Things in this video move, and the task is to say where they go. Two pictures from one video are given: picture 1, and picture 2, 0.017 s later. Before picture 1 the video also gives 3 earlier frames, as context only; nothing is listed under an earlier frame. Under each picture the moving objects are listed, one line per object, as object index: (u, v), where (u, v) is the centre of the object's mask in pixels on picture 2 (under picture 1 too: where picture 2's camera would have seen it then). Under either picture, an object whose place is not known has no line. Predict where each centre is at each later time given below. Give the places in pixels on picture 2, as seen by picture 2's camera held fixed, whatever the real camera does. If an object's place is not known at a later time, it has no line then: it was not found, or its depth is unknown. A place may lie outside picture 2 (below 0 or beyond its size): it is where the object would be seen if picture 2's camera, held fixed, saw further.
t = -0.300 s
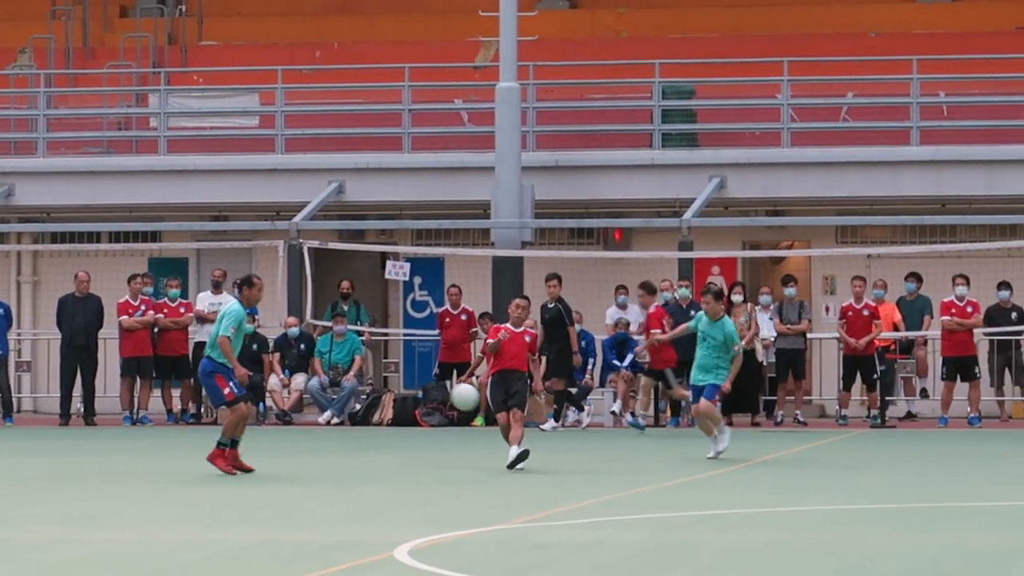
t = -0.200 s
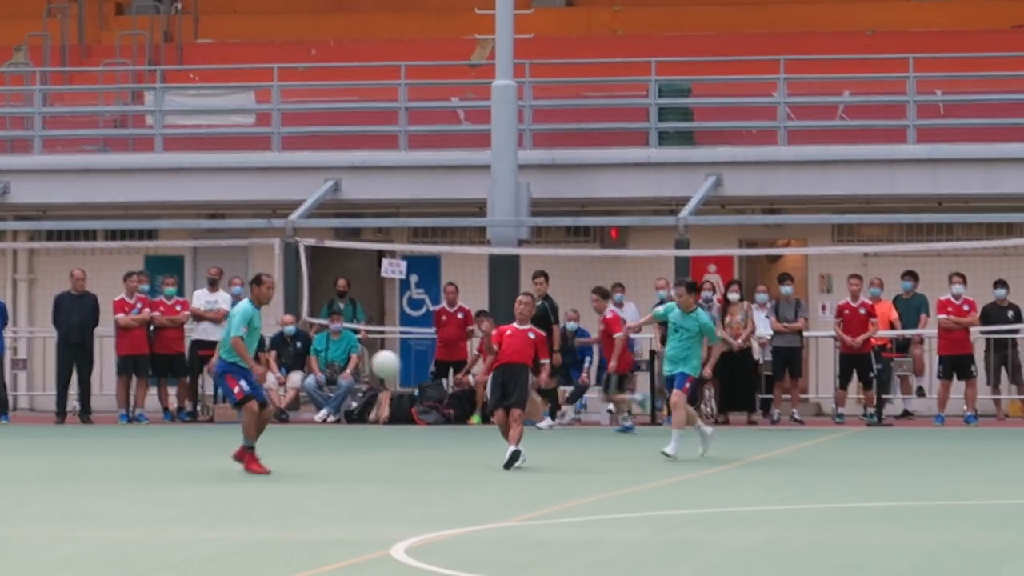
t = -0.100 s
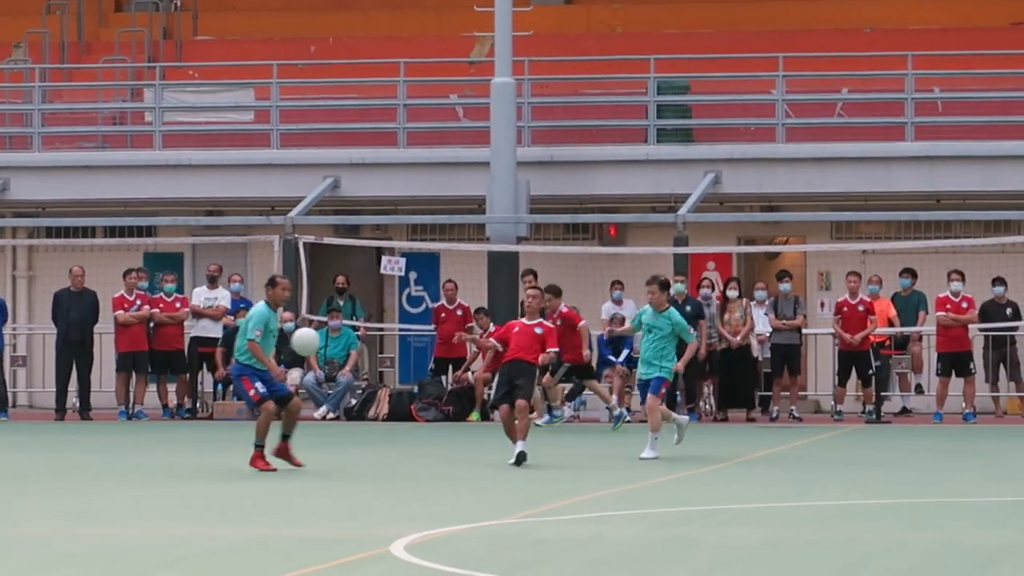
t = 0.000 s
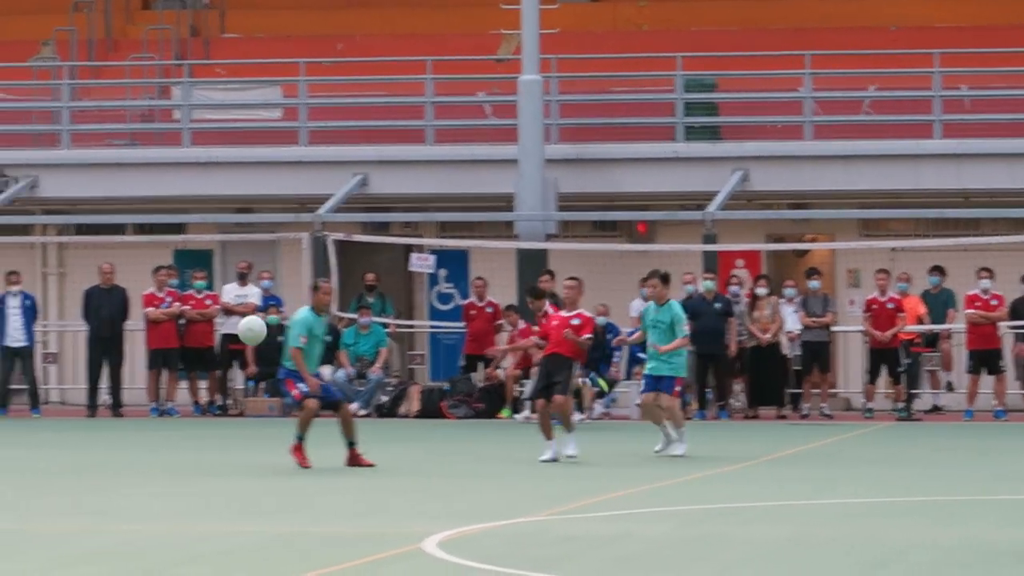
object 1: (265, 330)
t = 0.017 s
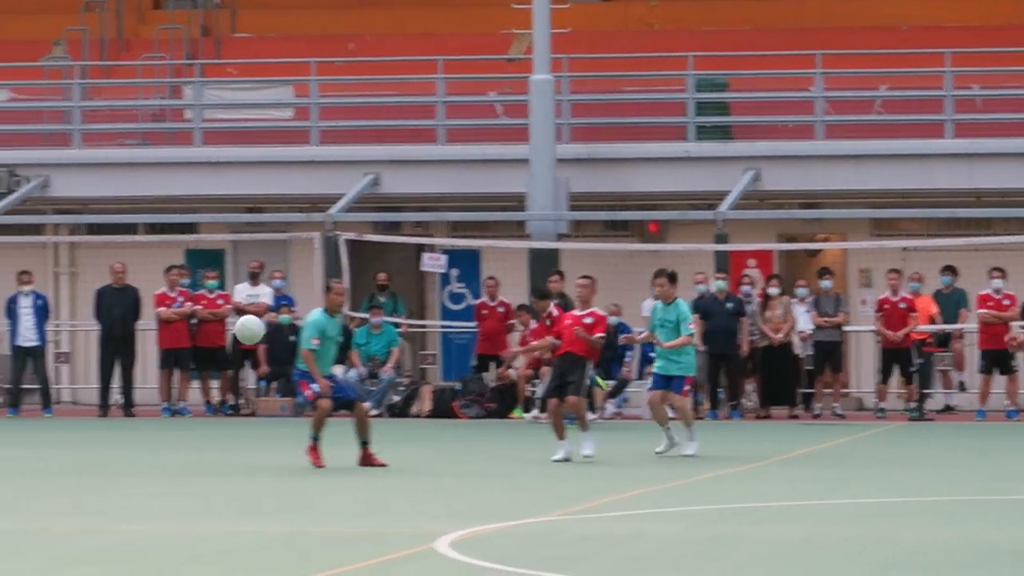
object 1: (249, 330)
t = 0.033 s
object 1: (232, 330)
